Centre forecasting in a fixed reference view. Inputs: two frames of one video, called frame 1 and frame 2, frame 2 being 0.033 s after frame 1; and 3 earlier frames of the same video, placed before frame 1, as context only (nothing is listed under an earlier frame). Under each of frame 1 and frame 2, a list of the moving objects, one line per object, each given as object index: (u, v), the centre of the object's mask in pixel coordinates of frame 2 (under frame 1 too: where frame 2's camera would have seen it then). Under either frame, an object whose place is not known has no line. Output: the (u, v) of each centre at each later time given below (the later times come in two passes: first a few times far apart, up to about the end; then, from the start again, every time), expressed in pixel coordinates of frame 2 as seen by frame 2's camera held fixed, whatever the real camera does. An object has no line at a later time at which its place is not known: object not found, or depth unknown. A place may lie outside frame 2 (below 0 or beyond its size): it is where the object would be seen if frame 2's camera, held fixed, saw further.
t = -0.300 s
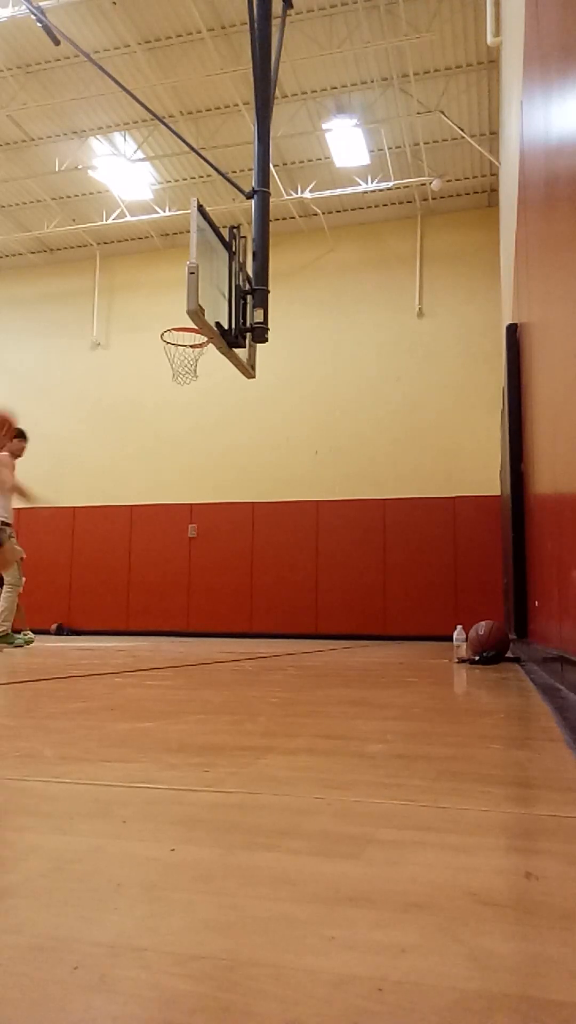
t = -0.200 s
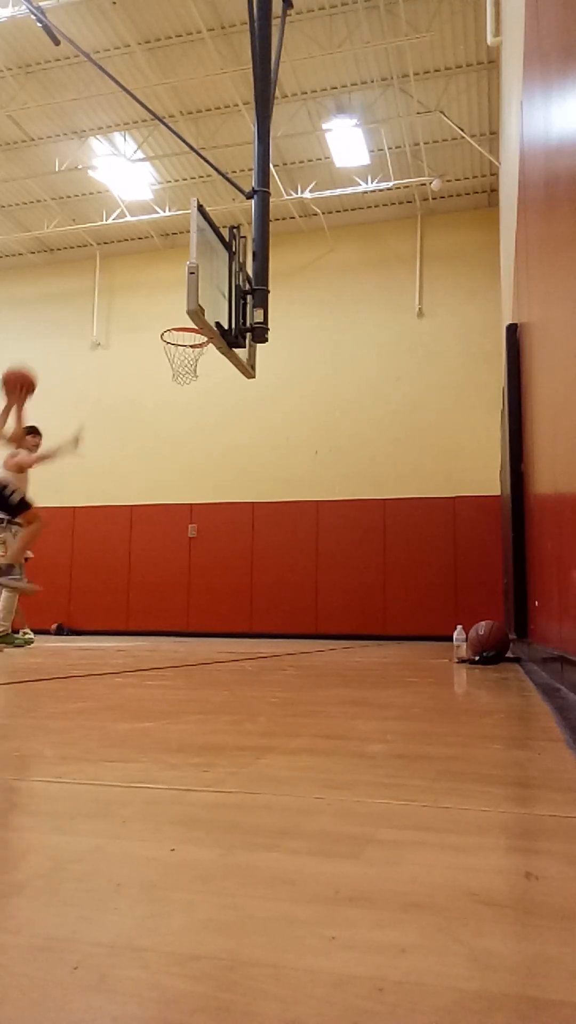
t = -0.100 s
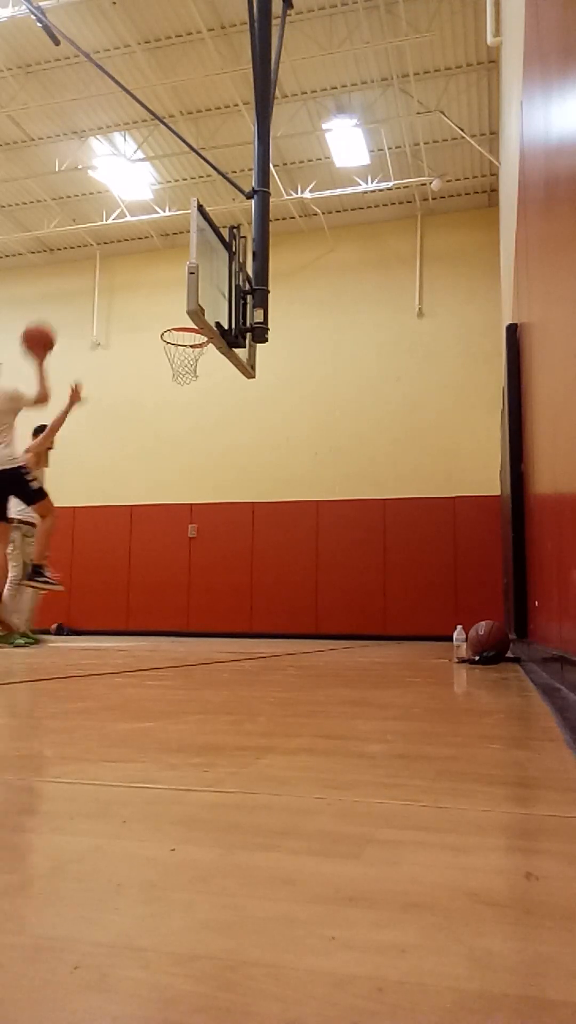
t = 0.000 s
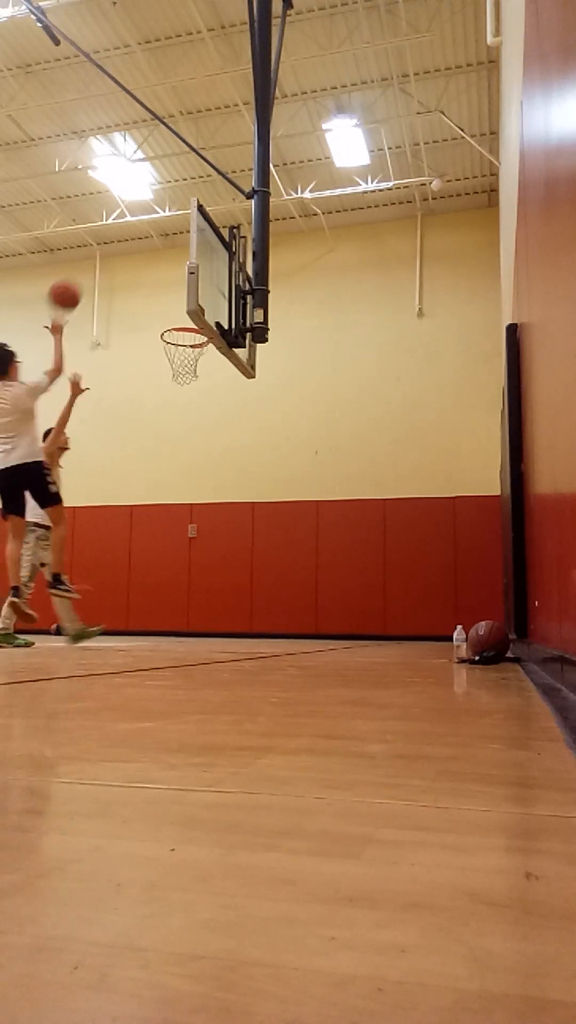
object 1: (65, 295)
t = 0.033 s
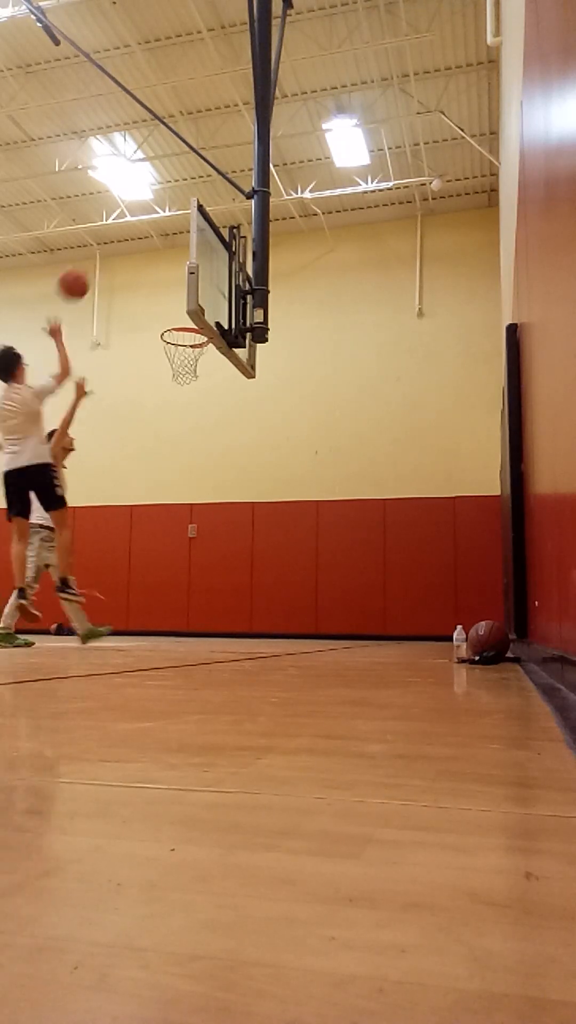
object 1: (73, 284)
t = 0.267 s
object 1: (126, 249)
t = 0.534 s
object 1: (172, 280)
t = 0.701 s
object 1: (185, 313)
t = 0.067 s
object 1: (82, 274)
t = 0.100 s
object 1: (90, 266)
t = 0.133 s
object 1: (98, 260)
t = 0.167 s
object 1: (105, 255)
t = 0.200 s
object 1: (113, 251)
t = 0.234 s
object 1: (120, 250)
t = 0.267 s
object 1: (126, 249)
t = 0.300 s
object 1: (133, 249)
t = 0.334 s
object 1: (139, 251)
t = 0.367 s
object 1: (145, 253)
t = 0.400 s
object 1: (151, 257)
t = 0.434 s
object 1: (156, 262)
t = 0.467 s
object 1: (162, 267)
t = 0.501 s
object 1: (167, 273)
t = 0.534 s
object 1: (172, 280)
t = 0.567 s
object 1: (176, 288)
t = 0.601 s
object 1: (178, 298)
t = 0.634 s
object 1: (181, 308)
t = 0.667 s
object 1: (185, 318)
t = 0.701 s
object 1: (185, 313)
